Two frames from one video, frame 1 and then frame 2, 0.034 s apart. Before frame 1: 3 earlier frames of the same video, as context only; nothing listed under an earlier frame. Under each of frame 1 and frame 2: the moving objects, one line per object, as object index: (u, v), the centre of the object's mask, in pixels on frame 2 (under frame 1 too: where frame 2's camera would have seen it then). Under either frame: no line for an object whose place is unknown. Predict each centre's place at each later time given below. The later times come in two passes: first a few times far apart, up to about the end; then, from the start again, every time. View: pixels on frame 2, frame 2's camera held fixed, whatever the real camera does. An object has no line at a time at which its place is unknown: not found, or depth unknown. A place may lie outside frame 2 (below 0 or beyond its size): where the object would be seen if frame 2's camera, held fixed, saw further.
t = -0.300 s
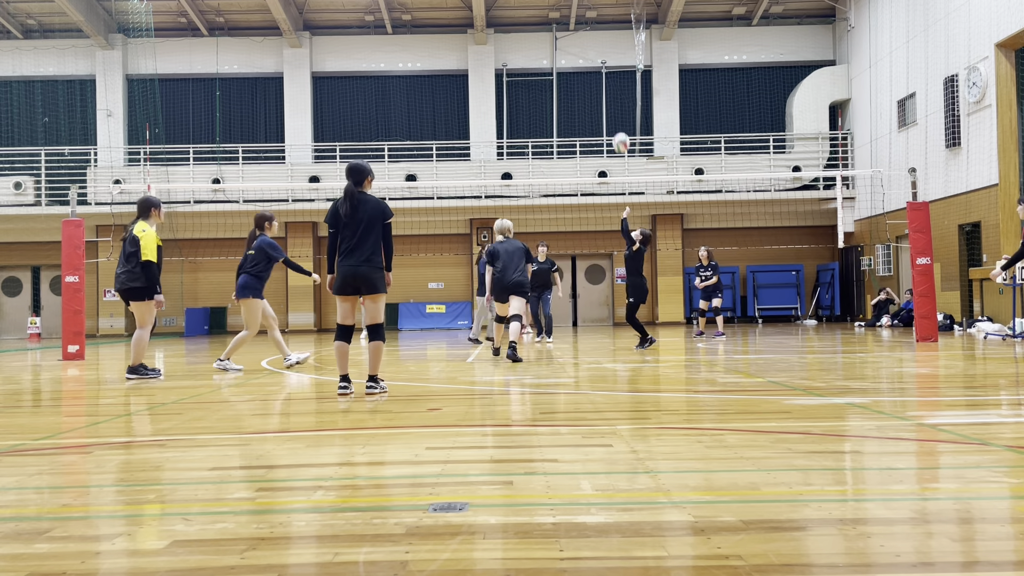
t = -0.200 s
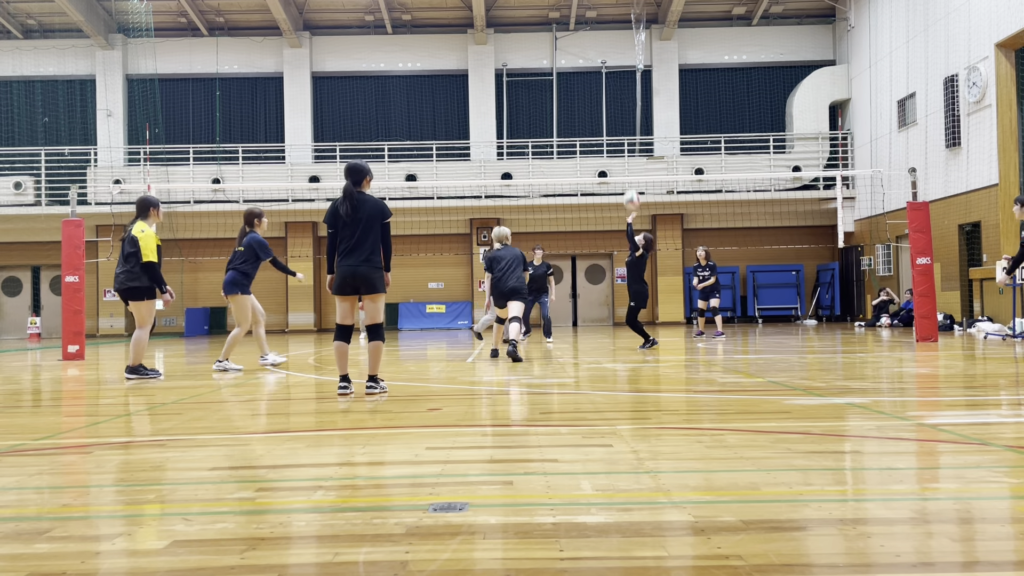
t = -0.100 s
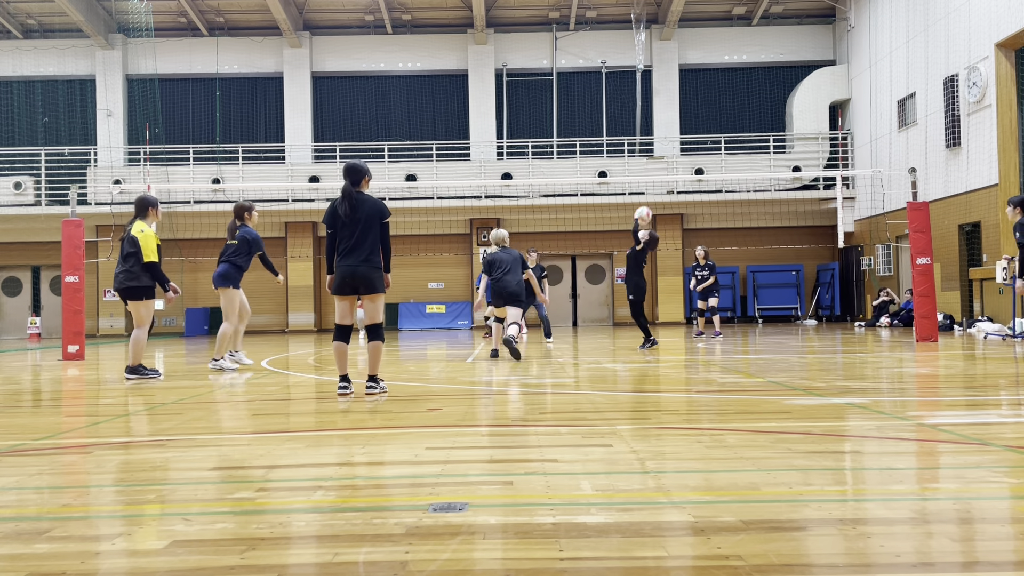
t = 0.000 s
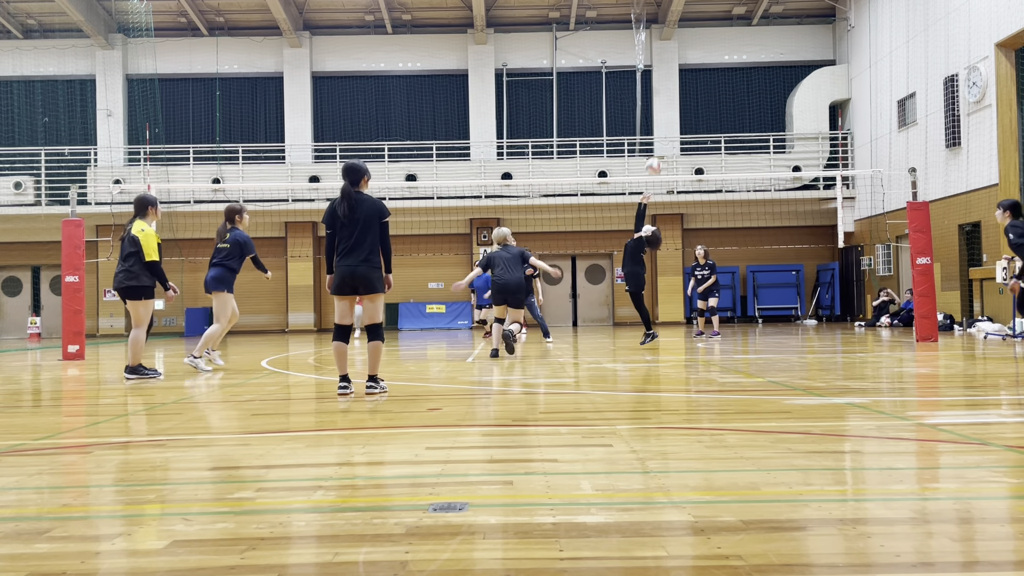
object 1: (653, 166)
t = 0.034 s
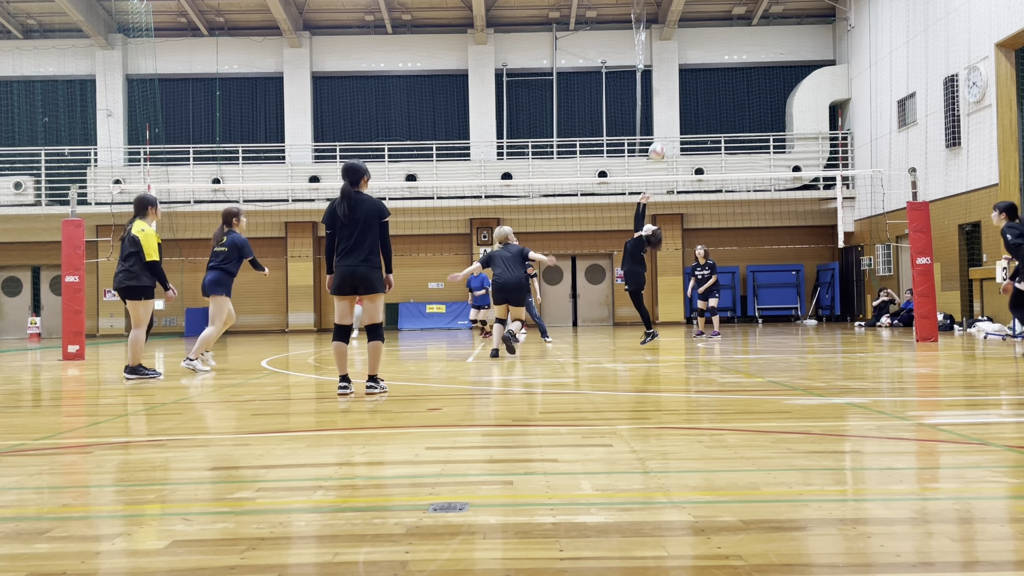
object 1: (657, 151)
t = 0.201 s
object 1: (675, 88)
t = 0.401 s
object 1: (696, 44)
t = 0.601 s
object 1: (717, 31)
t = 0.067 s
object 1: (660, 137)
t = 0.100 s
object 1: (664, 123)
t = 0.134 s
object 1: (667, 110)
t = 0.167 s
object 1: (671, 99)
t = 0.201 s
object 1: (675, 88)
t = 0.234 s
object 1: (678, 78)
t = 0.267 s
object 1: (682, 71)
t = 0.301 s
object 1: (685, 63)
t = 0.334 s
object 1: (689, 56)
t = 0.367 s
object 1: (692, 49)
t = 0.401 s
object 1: (696, 44)
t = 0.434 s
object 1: (699, 40)
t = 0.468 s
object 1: (703, 36)
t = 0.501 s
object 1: (706, 34)
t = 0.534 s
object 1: (710, 32)
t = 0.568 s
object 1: (714, 31)
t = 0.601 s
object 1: (717, 31)
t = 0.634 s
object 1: (721, 32)
